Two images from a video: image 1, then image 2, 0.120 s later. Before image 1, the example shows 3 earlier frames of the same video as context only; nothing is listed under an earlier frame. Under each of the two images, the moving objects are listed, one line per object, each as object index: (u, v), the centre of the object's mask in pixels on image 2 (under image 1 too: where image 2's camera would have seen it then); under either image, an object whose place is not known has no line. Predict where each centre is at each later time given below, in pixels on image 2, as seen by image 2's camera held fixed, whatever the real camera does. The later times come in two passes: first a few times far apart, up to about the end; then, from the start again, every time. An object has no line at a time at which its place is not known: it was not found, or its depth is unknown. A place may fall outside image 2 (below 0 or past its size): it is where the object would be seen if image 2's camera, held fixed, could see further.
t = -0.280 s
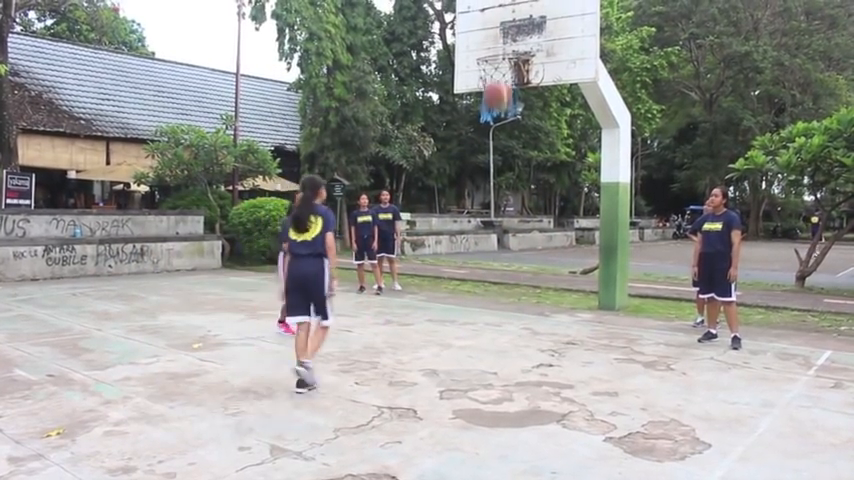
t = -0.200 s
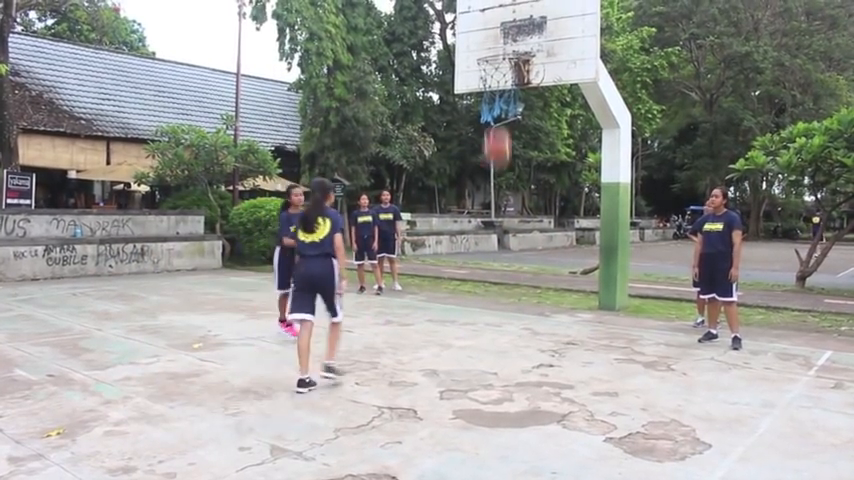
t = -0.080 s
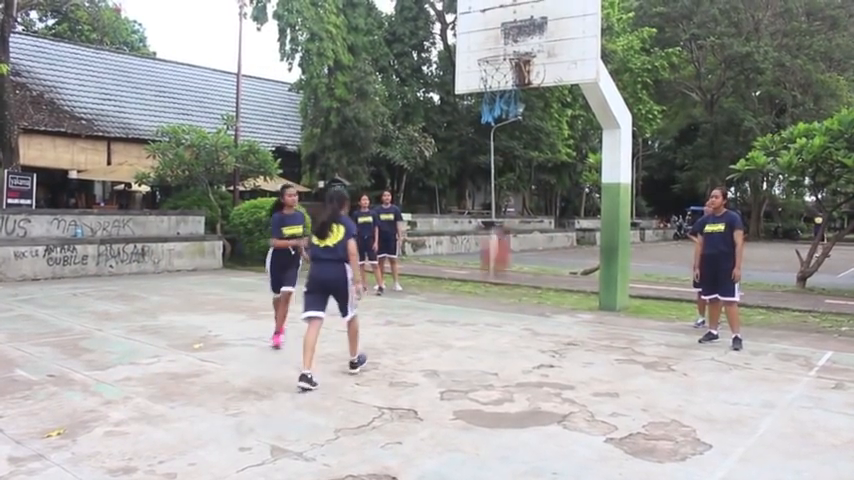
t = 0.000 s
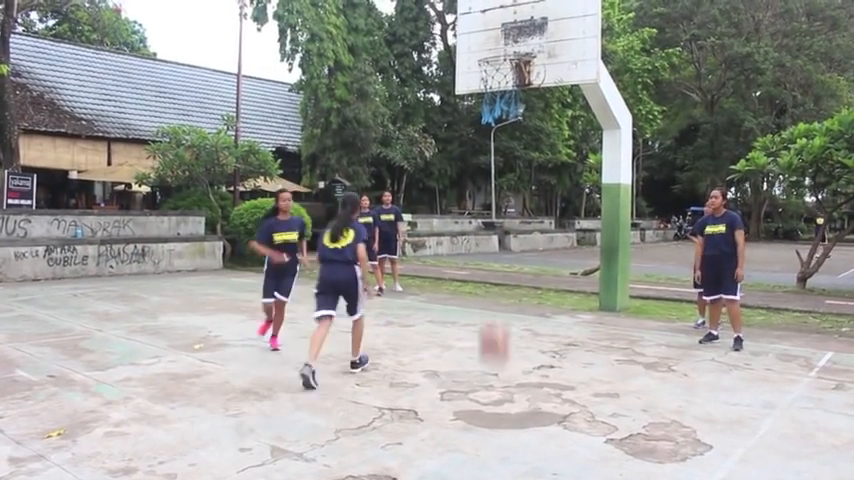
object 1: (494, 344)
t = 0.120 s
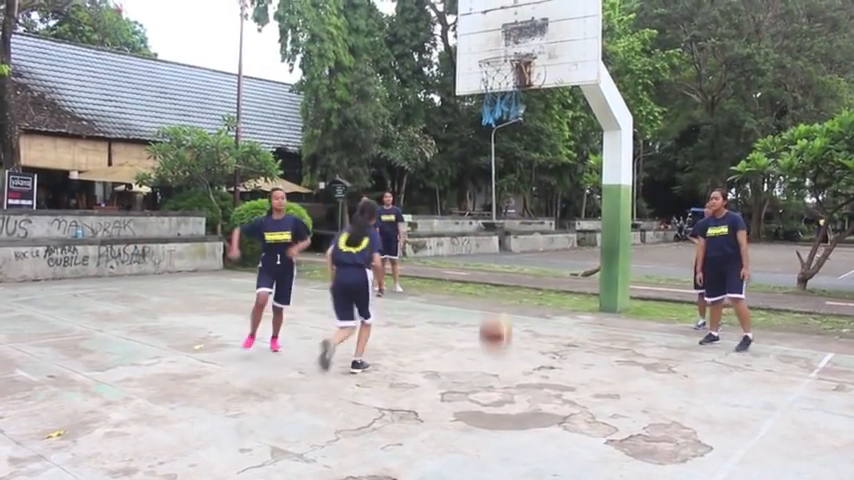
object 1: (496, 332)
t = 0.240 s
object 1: (496, 242)
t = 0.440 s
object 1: (501, 130)
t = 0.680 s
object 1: (505, 64)
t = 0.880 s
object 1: (505, 76)
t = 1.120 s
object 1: (504, 203)
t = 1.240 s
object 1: (501, 329)
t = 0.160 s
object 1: (496, 300)
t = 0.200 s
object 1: (496, 272)
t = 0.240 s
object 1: (496, 242)
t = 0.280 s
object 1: (499, 216)
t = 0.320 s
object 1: (500, 191)
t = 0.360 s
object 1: (501, 169)
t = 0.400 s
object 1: (500, 149)
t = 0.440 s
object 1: (501, 130)
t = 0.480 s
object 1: (502, 113)
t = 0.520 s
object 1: (503, 100)
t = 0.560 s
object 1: (503, 85)
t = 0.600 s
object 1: (504, 76)
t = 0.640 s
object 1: (504, 69)
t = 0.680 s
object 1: (505, 64)
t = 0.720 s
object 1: (504, 61)
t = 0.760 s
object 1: (504, 60)
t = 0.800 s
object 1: (504, 62)
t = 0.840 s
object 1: (505, 68)
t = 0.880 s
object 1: (505, 76)
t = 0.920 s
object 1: (505, 87)
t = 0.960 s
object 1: (505, 102)
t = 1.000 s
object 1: (505, 121)
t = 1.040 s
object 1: (505, 145)
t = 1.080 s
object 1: (504, 171)
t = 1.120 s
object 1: (504, 203)
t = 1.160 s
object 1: (505, 241)
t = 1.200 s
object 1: (503, 283)
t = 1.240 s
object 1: (501, 329)
